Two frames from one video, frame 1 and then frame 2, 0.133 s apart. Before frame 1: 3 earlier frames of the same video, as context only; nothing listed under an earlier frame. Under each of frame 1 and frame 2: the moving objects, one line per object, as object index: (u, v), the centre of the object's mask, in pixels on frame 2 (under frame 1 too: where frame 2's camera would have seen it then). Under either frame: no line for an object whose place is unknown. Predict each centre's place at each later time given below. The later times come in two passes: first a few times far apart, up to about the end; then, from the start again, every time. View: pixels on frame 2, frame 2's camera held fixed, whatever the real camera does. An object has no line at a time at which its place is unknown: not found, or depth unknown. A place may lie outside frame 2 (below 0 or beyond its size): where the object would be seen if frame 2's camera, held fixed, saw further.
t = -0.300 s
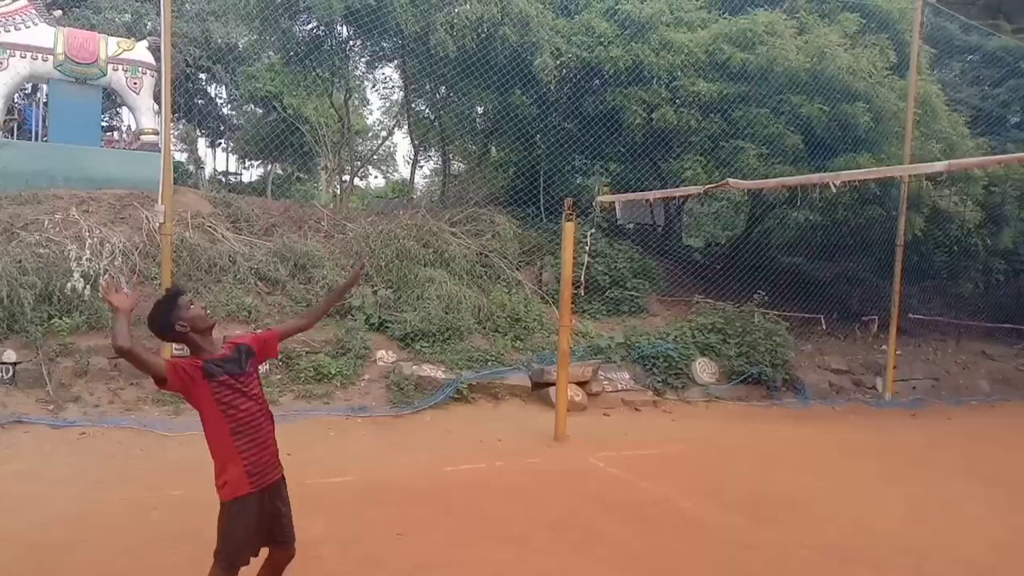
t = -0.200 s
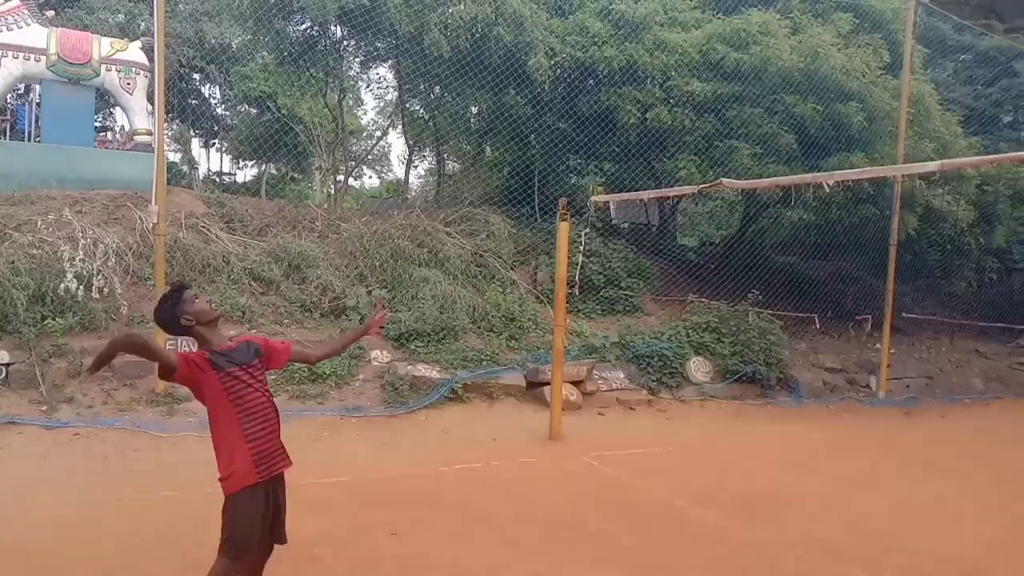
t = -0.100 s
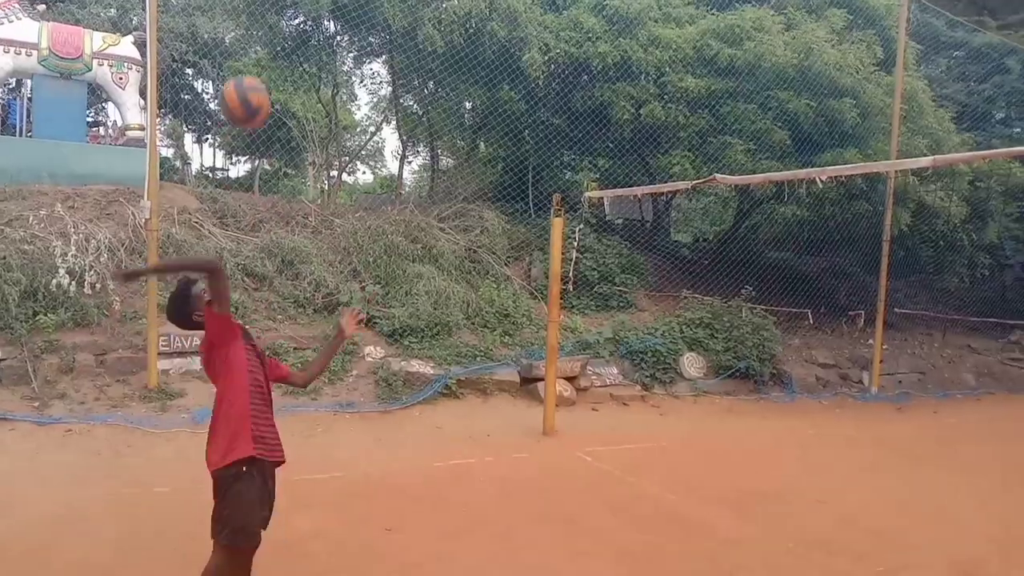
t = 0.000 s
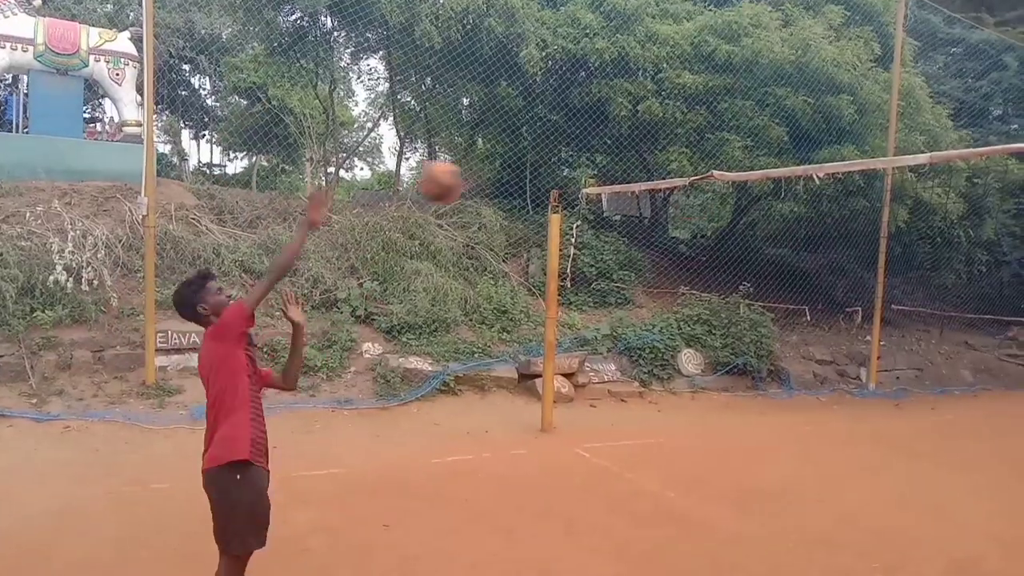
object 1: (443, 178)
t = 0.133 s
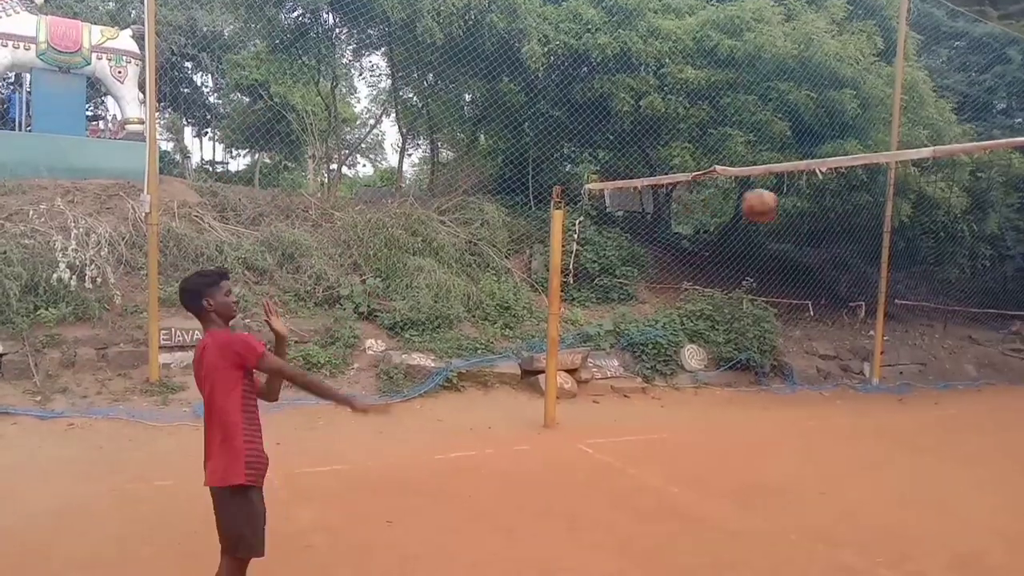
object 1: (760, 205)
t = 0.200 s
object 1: (849, 216)
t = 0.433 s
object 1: (831, 243)
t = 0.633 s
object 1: (776, 370)
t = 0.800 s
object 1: (727, 534)
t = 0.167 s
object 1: (816, 217)
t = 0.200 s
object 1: (849, 216)
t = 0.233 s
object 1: (859, 207)
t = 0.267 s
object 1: (862, 203)
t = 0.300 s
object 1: (857, 202)
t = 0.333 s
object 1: (851, 207)
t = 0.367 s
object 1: (846, 215)
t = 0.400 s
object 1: (839, 228)
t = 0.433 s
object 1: (831, 243)
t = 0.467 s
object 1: (822, 260)
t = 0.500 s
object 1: (813, 277)
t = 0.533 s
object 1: (805, 299)
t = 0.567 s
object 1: (795, 320)
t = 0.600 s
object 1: (785, 344)
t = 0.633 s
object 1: (776, 370)
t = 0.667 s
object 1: (767, 399)
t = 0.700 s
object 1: (757, 430)
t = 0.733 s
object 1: (747, 462)
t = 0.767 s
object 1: (737, 495)
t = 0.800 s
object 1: (727, 534)
